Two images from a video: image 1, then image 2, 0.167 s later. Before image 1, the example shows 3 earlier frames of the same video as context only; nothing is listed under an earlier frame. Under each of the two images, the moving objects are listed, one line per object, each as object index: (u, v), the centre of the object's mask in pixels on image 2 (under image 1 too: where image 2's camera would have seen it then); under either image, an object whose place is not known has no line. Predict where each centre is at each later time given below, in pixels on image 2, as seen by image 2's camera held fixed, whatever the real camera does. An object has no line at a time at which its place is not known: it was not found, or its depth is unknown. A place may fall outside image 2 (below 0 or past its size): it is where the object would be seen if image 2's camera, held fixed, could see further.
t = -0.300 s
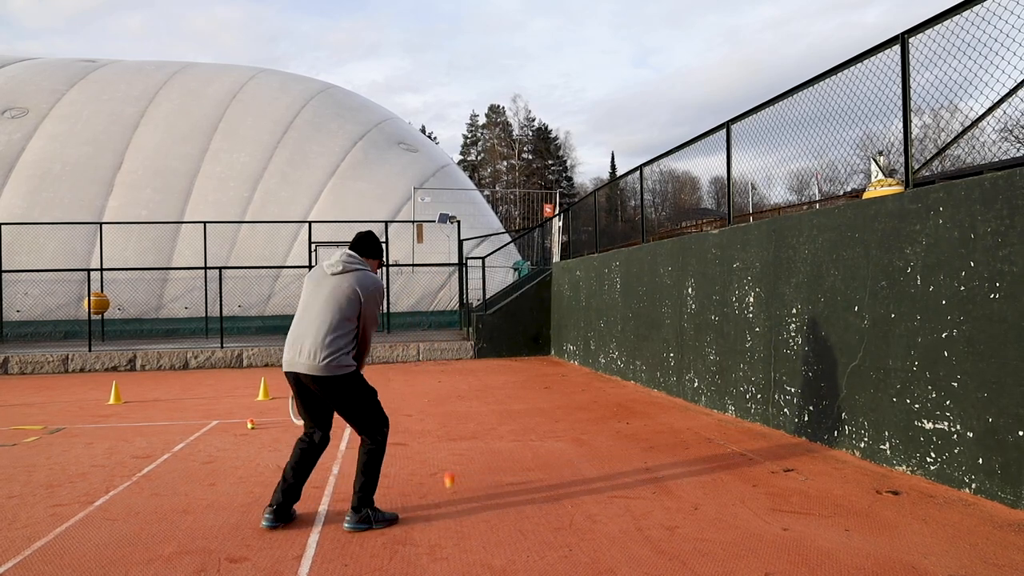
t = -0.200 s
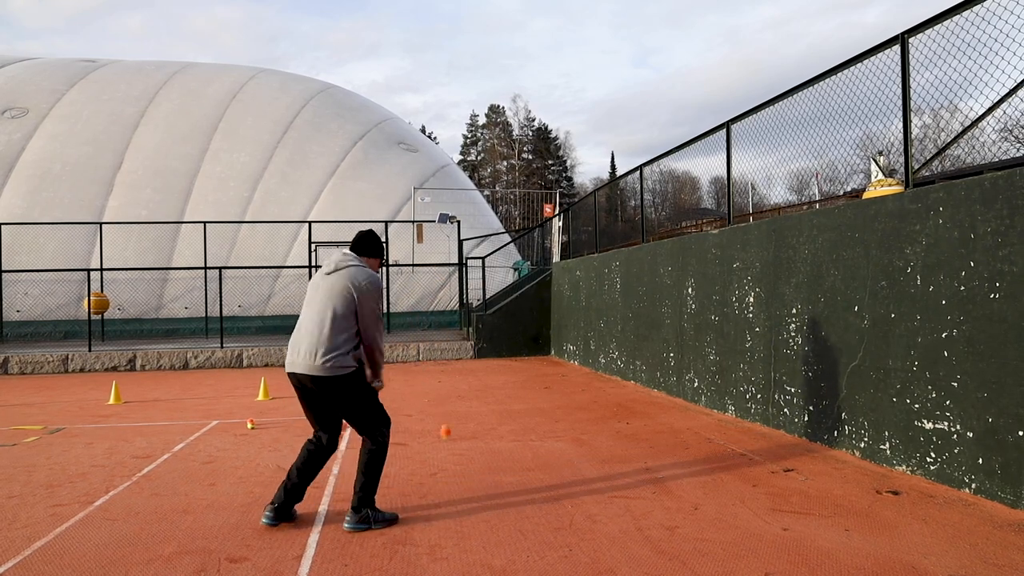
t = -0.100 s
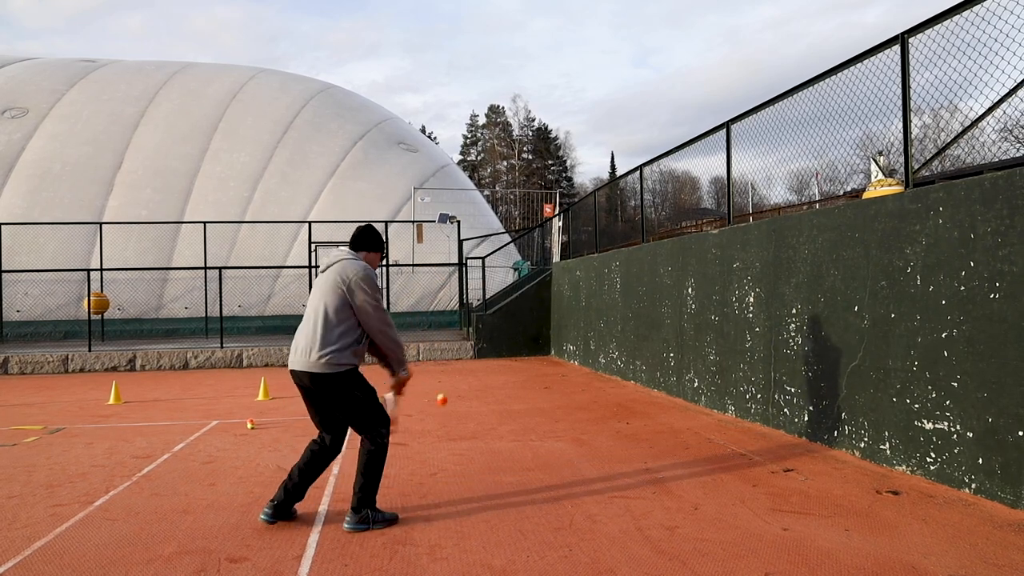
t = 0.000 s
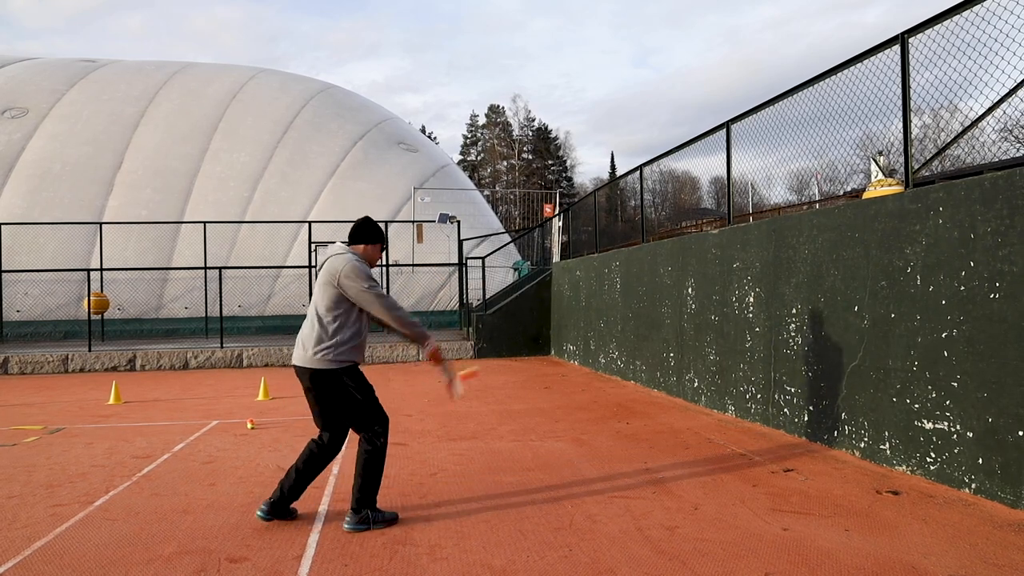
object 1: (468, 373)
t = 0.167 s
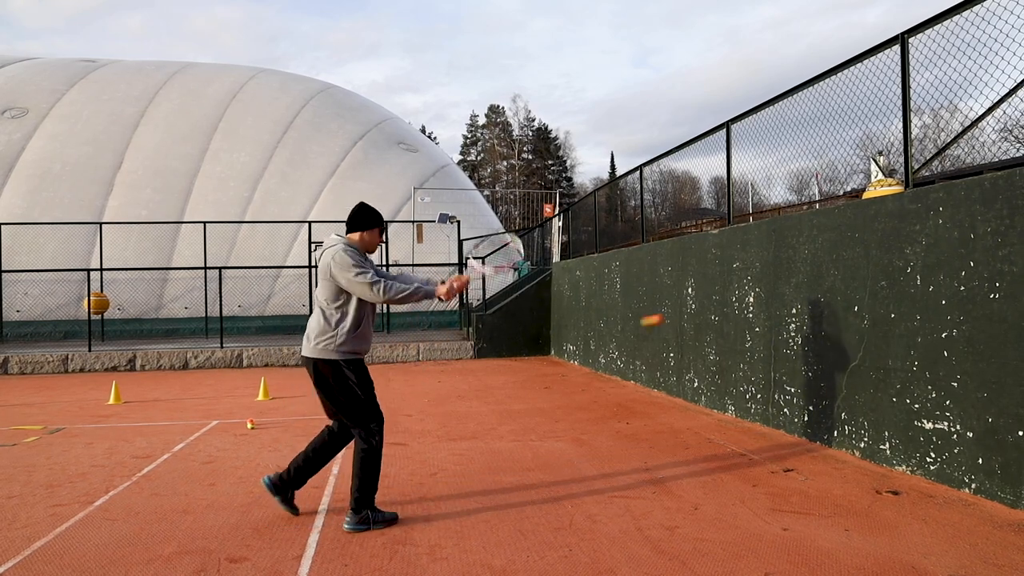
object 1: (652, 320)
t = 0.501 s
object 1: (858, 334)
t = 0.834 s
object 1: (641, 498)
